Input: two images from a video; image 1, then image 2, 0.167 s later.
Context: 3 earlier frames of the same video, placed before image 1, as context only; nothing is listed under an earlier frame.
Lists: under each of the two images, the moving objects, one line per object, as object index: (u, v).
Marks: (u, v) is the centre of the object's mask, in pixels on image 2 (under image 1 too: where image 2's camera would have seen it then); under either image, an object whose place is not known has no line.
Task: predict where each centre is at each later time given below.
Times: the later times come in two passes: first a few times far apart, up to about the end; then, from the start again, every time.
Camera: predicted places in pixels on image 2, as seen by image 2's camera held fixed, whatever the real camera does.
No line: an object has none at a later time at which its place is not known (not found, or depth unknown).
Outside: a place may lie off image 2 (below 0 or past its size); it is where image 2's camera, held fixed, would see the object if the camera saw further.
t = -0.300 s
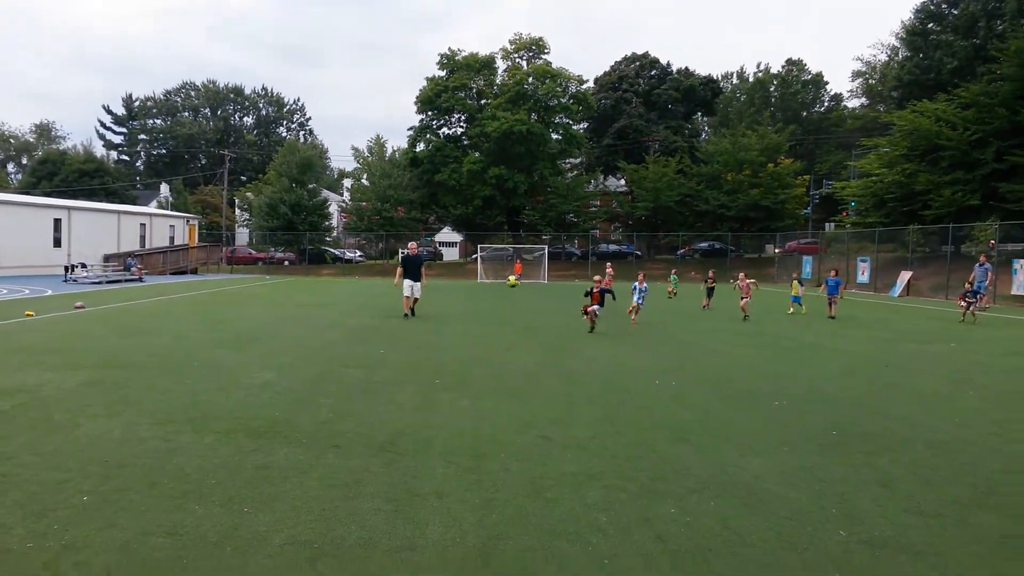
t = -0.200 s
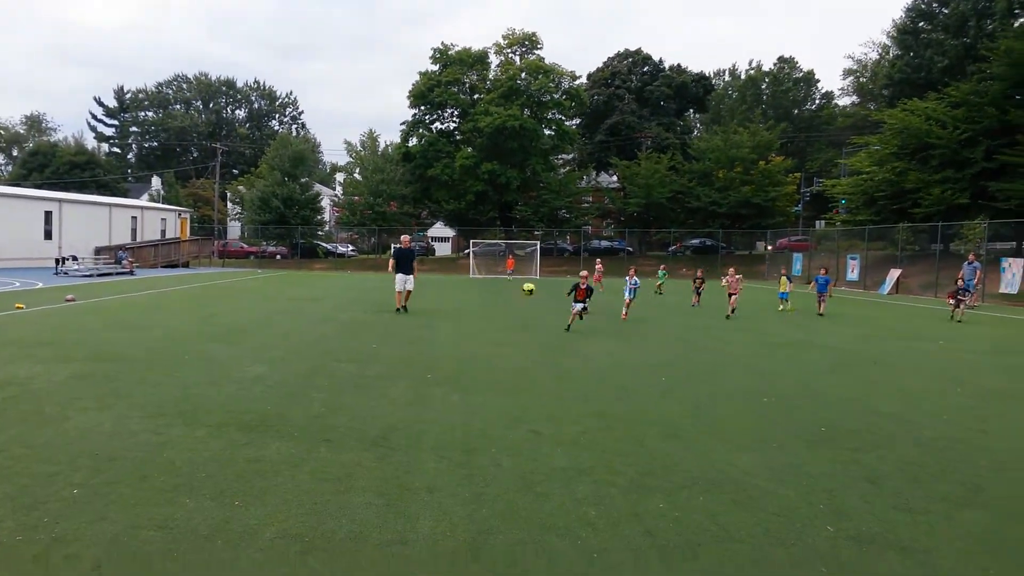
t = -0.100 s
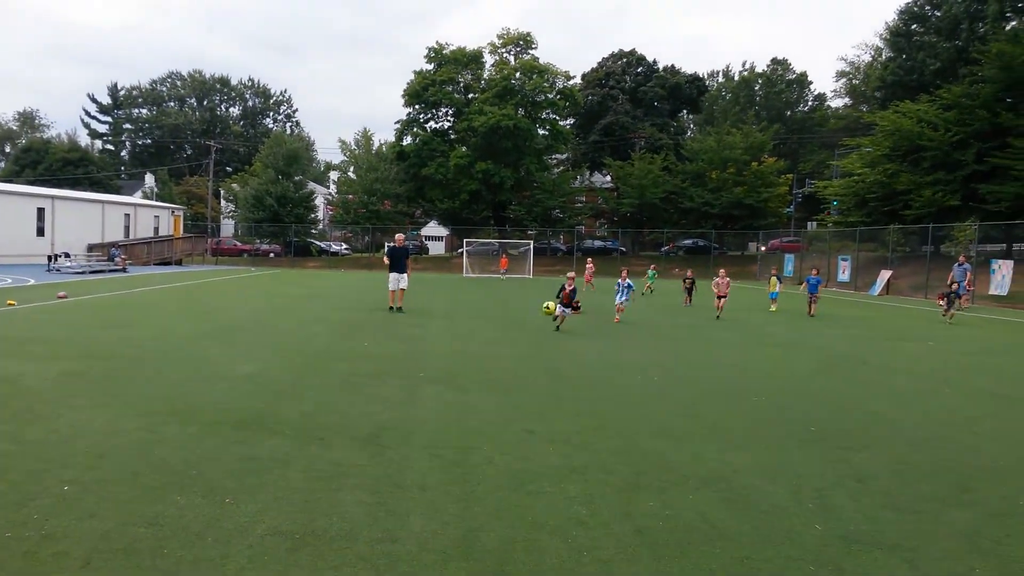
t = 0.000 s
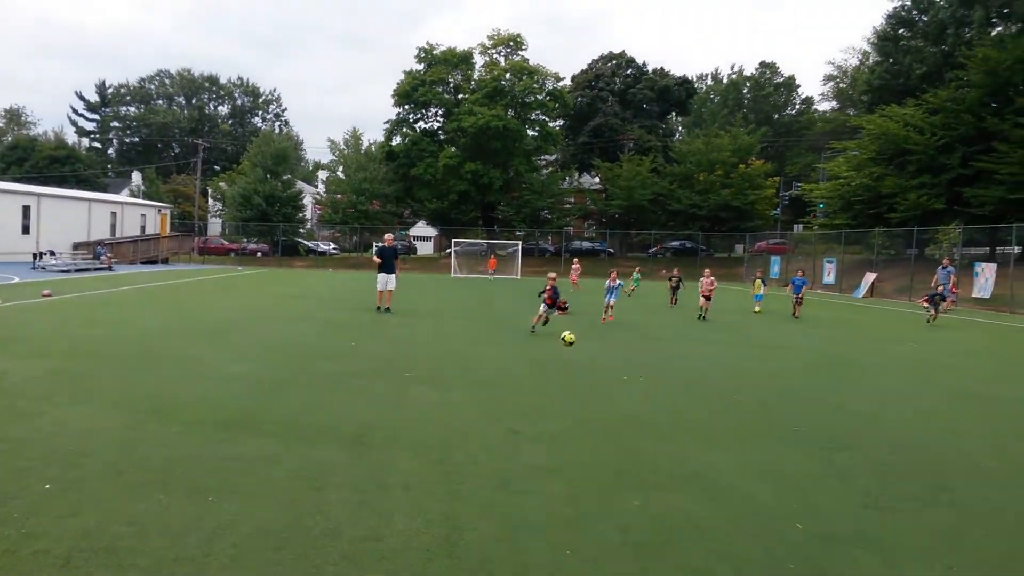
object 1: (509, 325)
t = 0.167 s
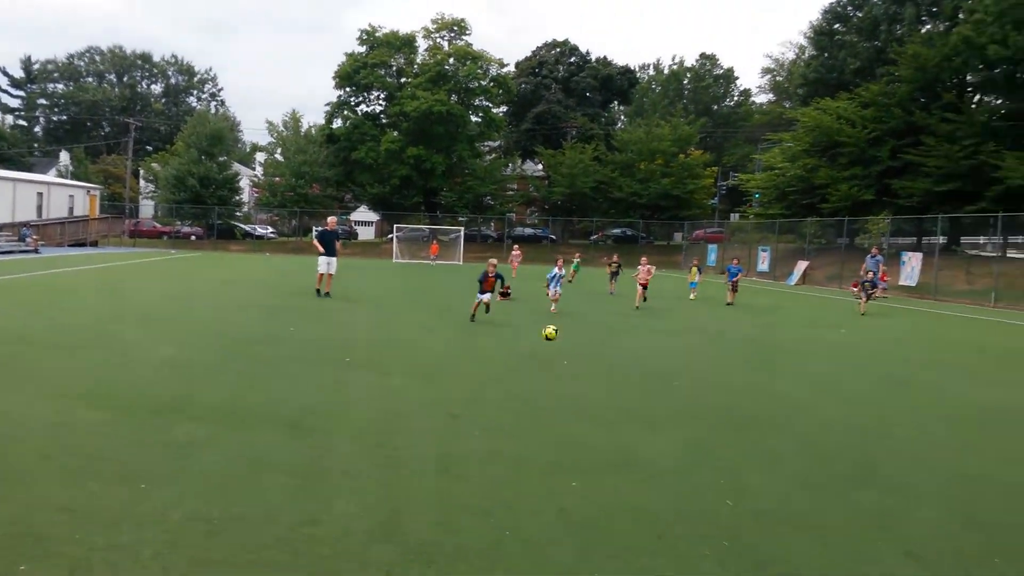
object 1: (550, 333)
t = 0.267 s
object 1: (568, 322)
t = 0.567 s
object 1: (629, 334)
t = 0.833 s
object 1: (696, 387)
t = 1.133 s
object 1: (800, 394)
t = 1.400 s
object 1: (924, 456)
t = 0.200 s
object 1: (556, 328)
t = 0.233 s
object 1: (562, 325)
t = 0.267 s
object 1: (568, 322)
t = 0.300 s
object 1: (574, 319)
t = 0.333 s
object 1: (581, 318)
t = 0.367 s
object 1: (588, 317)
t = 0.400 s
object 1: (594, 317)
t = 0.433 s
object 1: (601, 319)
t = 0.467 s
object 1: (608, 321)
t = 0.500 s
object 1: (614, 324)
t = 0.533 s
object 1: (622, 329)
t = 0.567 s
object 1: (629, 334)
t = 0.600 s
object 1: (637, 341)
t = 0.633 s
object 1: (644, 349)
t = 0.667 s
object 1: (653, 358)
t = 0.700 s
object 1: (661, 369)
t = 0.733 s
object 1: (668, 382)
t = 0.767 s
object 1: (676, 395)
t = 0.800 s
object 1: (686, 393)
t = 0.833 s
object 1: (696, 387)
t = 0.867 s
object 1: (706, 383)
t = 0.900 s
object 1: (717, 380)
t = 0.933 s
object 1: (728, 378)
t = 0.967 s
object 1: (739, 377)
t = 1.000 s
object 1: (750, 378)
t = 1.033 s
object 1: (762, 380)
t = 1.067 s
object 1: (774, 383)
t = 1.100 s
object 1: (787, 388)
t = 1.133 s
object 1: (800, 394)
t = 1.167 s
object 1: (813, 402)
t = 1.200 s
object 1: (827, 412)
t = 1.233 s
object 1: (841, 424)
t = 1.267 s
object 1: (856, 438)
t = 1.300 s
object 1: (871, 455)
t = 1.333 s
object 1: (889, 460)
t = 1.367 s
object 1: (906, 457)
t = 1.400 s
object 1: (924, 456)
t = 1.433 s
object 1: (943, 457)
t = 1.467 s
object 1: (963, 460)
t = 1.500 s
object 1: (984, 464)
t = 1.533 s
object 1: (1006, 471)
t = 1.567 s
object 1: (1027, 480)
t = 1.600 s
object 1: (1052, 493)
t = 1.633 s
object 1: (1078, 507)
